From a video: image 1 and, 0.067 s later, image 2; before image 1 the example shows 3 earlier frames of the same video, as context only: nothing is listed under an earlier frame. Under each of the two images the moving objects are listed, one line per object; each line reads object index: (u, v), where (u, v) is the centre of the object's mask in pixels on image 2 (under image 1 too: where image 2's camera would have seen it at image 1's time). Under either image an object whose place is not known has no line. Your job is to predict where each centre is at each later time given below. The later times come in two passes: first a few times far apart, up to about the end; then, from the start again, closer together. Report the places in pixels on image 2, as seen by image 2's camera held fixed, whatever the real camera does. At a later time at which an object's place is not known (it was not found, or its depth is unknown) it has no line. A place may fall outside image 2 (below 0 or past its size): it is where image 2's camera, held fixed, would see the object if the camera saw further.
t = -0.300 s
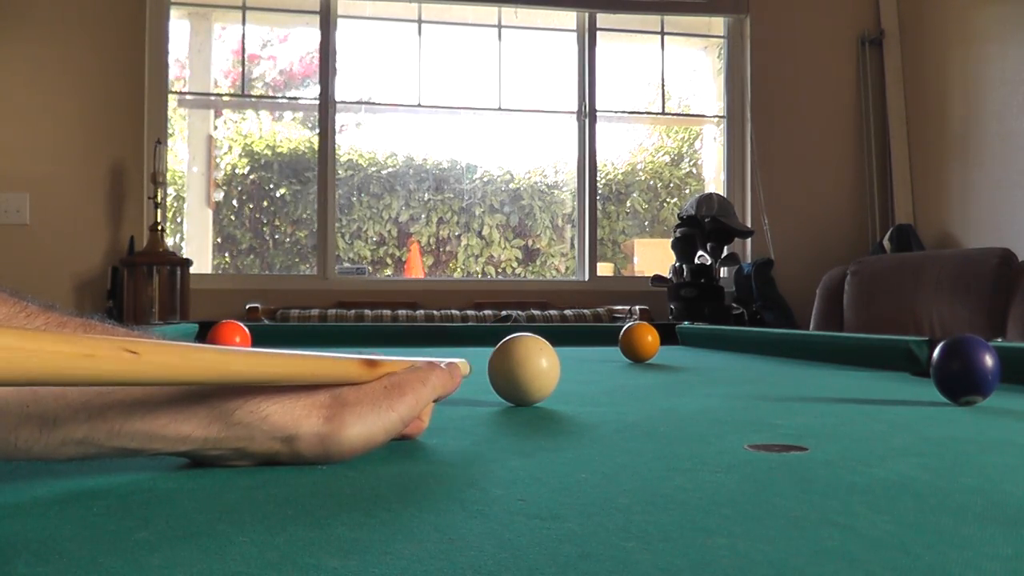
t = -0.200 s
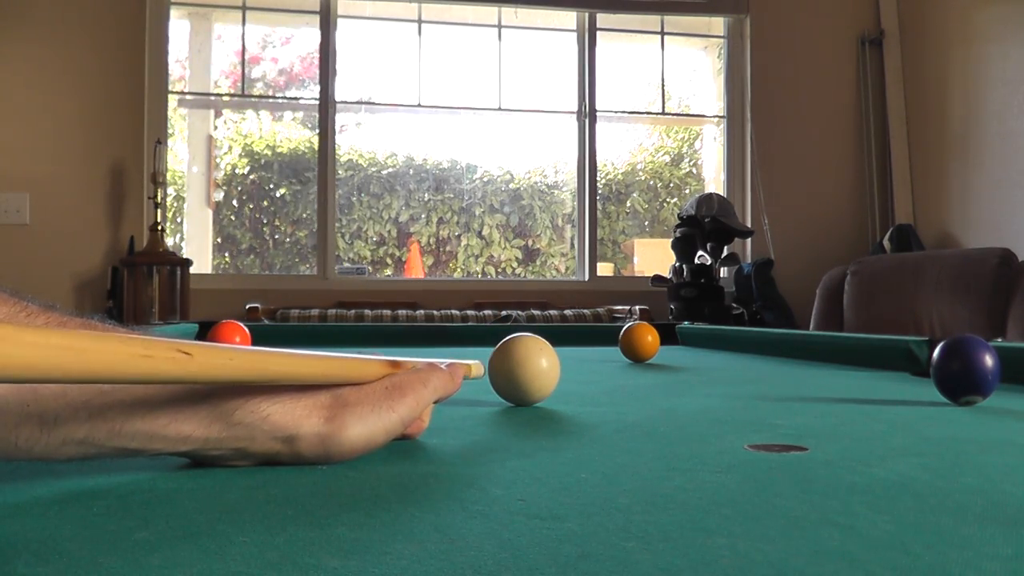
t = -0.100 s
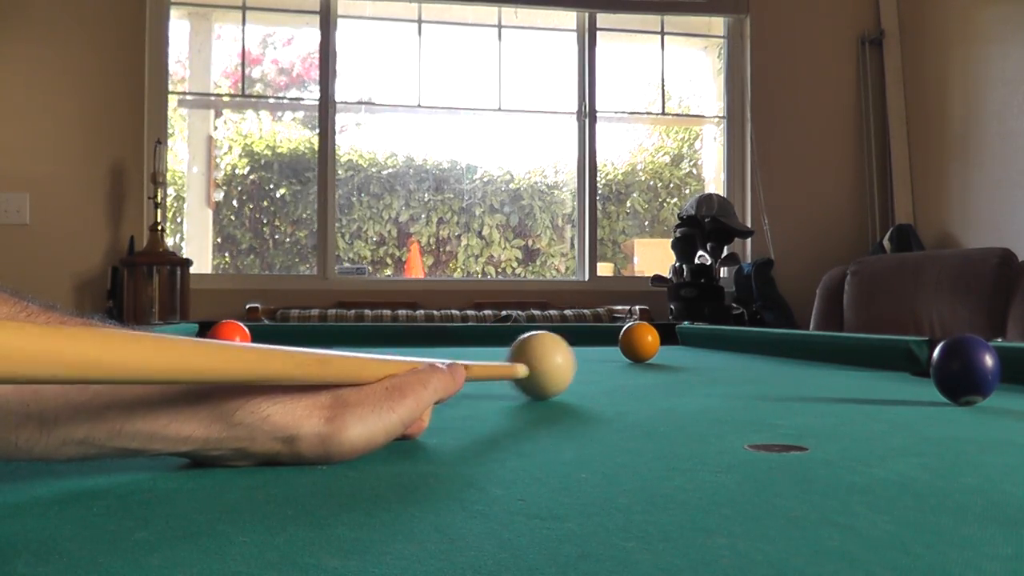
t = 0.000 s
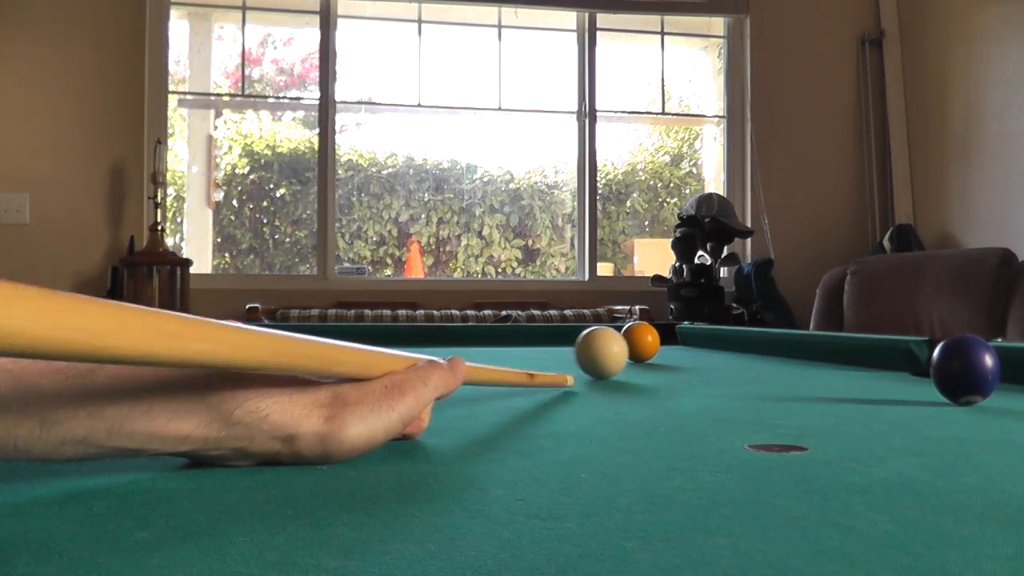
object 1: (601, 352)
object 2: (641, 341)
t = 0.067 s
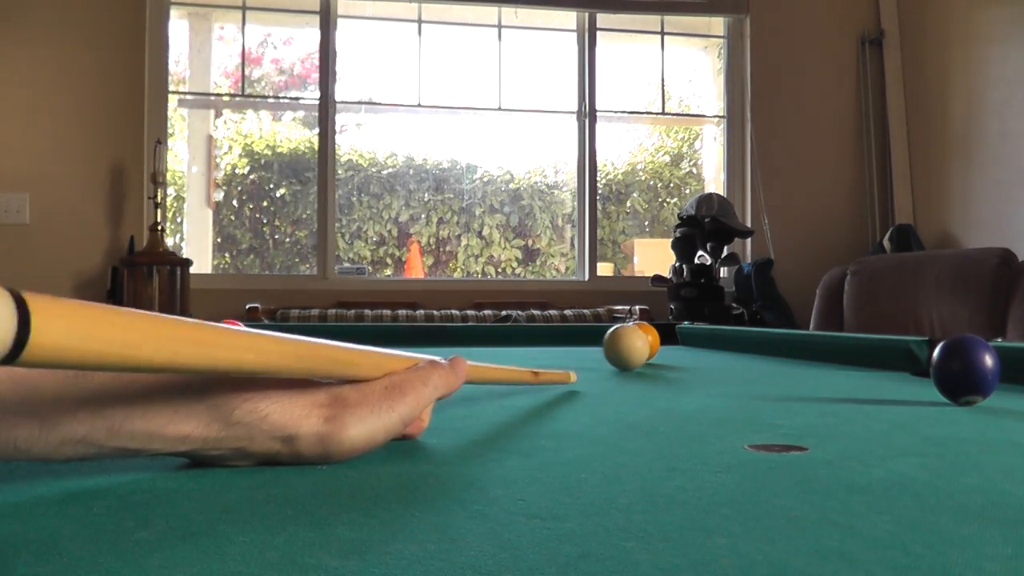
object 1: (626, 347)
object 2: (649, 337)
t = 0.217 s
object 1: (671, 343)
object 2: (634, 338)
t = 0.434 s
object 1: (728, 340)
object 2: (628, 333)
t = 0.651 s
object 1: (744, 338)
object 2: (644, 331)
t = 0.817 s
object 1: (701, 338)
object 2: (677, 331)
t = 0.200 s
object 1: (666, 343)
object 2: (632, 338)
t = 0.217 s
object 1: (671, 343)
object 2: (634, 338)
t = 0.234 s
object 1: (675, 342)
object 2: (633, 337)
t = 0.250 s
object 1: (680, 342)
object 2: (633, 336)
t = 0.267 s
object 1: (685, 342)
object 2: (632, 336)
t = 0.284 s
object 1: (690, 342)
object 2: (632, 336)
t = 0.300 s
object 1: (694, 342)
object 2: (631, 335)
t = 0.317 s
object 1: (698, 341)
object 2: (631, 335)
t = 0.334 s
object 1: (703, 341)
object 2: (631, 335)
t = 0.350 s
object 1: (707, 341)
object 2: (630, 334)
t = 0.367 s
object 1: (712, 341)
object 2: (630, 334)
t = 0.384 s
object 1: (716, 341)
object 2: (629, 333)
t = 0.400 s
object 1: (720, 341)
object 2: (629, 333)
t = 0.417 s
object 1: (724, 341)
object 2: (629, 333)
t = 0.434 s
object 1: (728, 340)
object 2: (628, 333)
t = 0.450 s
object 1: (732, 340)
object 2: (628, 332)
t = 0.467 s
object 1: (736, 340)
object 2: (628, 332)
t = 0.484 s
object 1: (740, 340)
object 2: (628, 332)
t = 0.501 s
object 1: (744, 340)
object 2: (627, 332)
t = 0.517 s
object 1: (748, 339)
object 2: (627, 331)
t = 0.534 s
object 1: (751, 339)
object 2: (627, 331)
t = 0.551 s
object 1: (755, 339)
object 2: (626, 331)
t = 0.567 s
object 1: (758, 338)
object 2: (626, 331)
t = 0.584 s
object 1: (762, 338)
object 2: (626, 330)
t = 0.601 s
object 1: (759, 338)
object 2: (630, 330)
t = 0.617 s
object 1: (753, 338)
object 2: (635, 330)
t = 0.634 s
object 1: (749, 338)
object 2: (639, 330)
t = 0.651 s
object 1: (744, 338)
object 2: (644, 331)
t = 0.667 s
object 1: (740, 338)
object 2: (649, 331)
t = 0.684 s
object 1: (736, 339)
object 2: (653, 331)
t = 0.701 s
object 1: (731, 338)
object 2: (658, 331)
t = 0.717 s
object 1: (727, 338)
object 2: (662, 331)
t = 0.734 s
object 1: (723, 338)
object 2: (666, 331)
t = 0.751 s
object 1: (718, 338)
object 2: (671, 331)
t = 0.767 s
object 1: (714, 338)
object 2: (675, 332)
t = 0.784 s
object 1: (710, 338)
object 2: (679, 332)
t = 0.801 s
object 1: (706, 338)
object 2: (678, 332)
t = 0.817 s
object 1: (701, 338)
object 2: (677, 331)
